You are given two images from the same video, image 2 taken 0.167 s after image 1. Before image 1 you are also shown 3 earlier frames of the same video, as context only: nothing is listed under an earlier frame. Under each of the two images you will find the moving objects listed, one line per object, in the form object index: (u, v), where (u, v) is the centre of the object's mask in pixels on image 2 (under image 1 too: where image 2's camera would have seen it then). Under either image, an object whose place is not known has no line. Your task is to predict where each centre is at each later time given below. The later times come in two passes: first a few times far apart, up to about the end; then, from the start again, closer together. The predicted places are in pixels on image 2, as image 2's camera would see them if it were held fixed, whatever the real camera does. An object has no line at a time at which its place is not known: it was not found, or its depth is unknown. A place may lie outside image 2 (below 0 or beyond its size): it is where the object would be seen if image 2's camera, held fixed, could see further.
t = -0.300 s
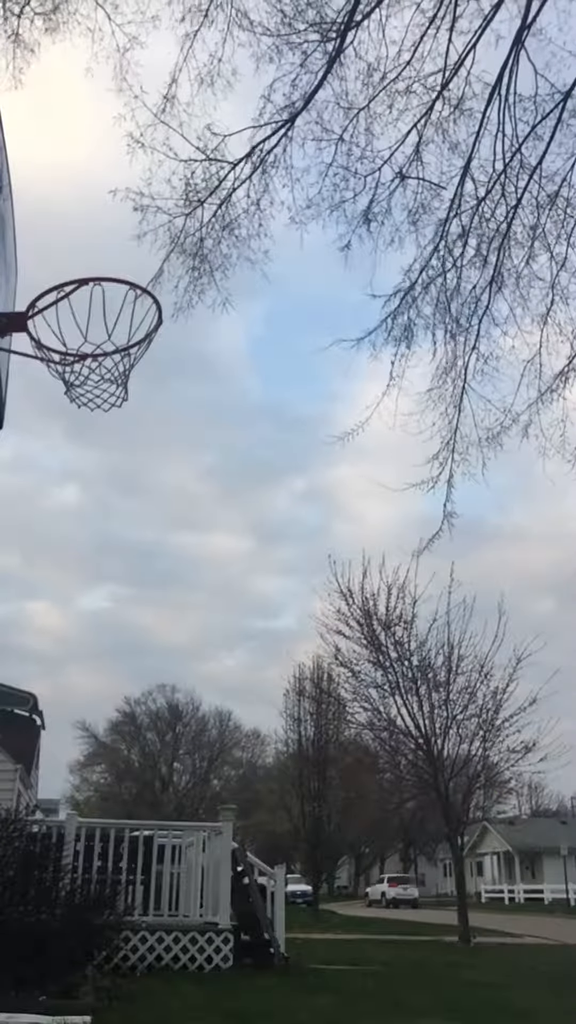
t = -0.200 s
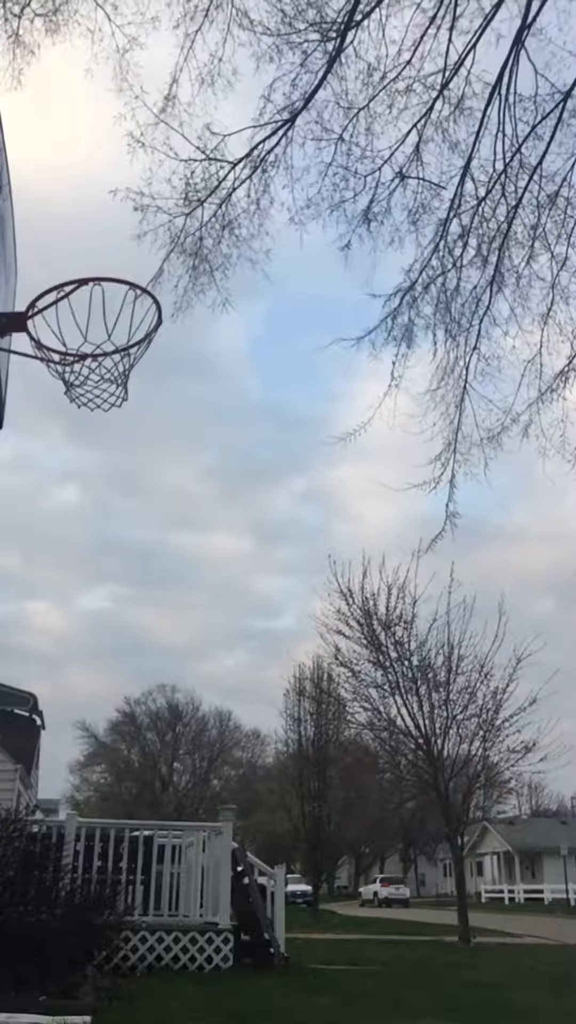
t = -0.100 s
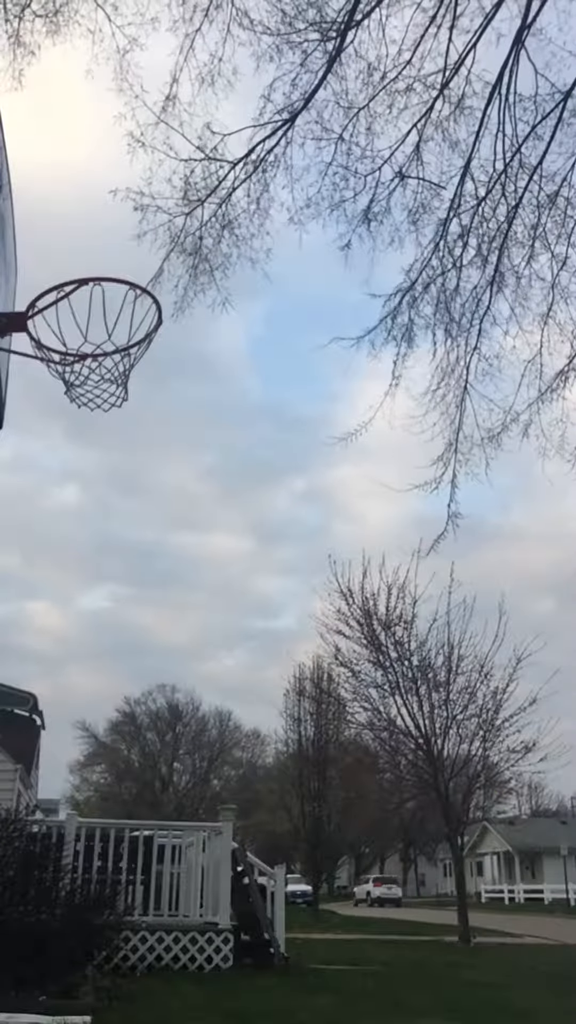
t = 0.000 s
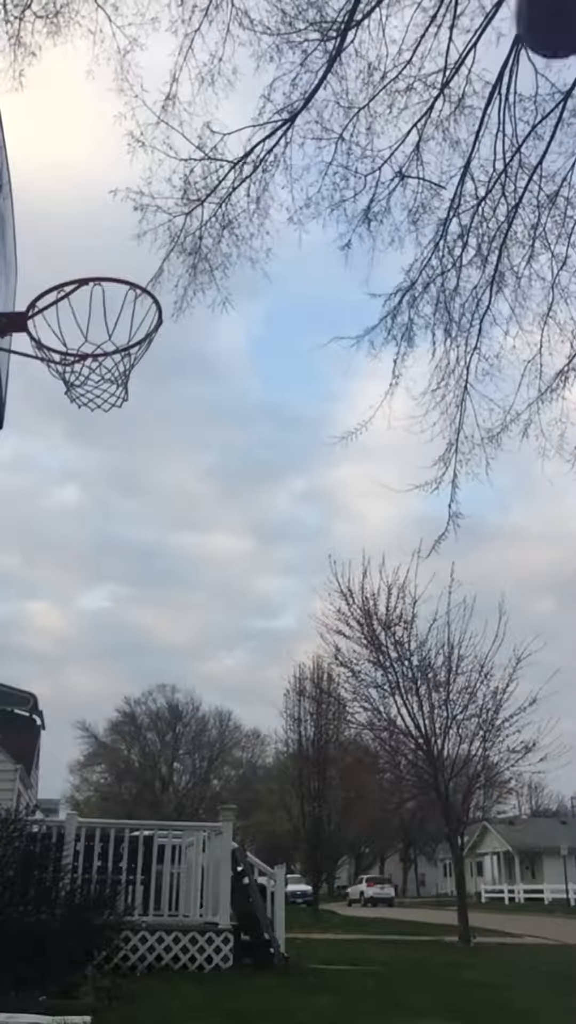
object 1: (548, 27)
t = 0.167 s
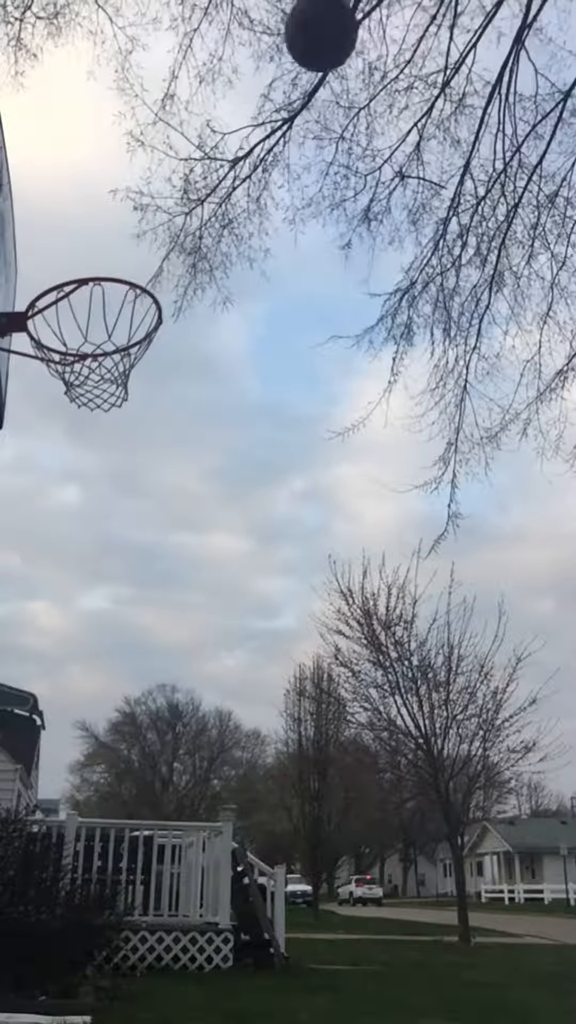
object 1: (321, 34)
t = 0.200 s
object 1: (282, 42)
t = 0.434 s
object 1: (57, 162)
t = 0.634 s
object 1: (48, 182)
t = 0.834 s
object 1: (64, 235)
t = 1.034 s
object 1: (71, 352)
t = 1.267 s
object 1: (66, 579)
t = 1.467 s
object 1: (55, 890)
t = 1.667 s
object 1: (49, 925)
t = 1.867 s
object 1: (56, 734)
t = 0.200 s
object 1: (282, 42)
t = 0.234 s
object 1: (246, 55)
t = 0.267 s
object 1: (212, 69)
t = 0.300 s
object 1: (178, 84)
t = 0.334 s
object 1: (147, 101)
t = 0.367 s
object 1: (116, 120)
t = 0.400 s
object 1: (86, 140)
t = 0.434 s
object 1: (57, 162)
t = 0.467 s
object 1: (31, 185)
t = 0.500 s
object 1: (32, 183)
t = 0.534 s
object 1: (35, 180)
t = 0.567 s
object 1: (40, 179)
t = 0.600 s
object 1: (44, 179)
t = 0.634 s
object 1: (48, 182)
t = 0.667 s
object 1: (51, 187)
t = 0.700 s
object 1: (55, 193)
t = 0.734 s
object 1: (57, 201)
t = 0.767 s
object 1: (60, 211)
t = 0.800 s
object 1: (62, 222)
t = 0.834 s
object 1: (64, 235)
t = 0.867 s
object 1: (66, 250)
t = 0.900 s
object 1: (68, 267)
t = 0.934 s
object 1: (69, 285)
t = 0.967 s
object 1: (70, 305)
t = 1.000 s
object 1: (71, 329)
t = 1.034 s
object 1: (71, 352)
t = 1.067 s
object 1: (71, 378)
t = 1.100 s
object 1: (70, 406)
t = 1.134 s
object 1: (70, 436)
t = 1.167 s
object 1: (70, 468)
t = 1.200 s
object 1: (69, 502)
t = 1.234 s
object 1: (68, 540)
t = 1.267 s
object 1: (66, 579)
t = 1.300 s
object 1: (65, 622)
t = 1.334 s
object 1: (63, 668)
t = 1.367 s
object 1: (61, 717)
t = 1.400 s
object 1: (58, 770)
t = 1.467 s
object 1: (55, 890)
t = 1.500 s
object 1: (50, 952)
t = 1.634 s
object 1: (48, 969)
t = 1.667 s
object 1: (49, 925)
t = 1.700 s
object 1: (52, 888)
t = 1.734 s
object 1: (51, 847)
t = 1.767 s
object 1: (53, 814)
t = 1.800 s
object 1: (54, 785)
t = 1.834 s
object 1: (56, 758)
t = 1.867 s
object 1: (56, 734)
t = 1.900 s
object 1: (56, 714)
